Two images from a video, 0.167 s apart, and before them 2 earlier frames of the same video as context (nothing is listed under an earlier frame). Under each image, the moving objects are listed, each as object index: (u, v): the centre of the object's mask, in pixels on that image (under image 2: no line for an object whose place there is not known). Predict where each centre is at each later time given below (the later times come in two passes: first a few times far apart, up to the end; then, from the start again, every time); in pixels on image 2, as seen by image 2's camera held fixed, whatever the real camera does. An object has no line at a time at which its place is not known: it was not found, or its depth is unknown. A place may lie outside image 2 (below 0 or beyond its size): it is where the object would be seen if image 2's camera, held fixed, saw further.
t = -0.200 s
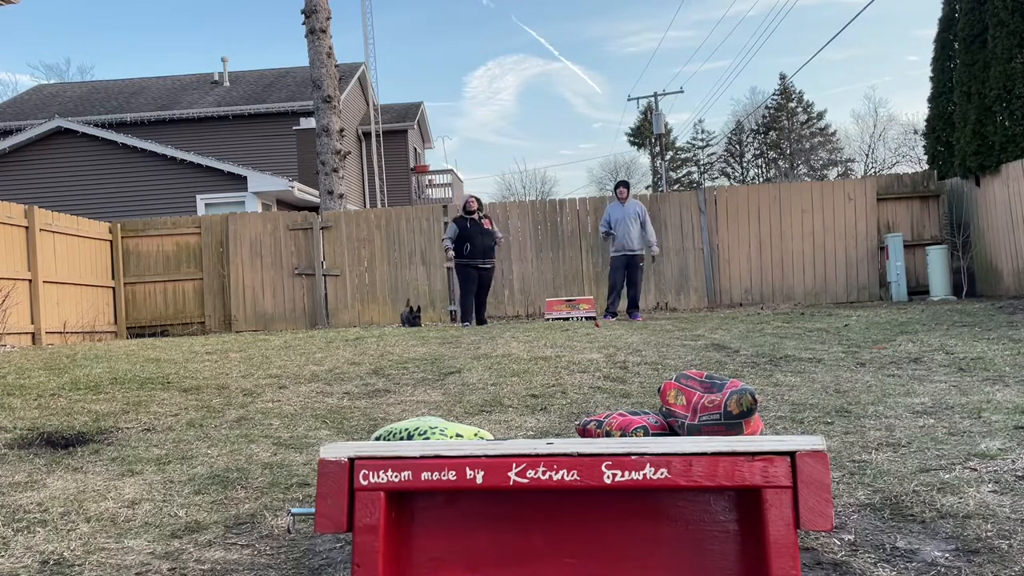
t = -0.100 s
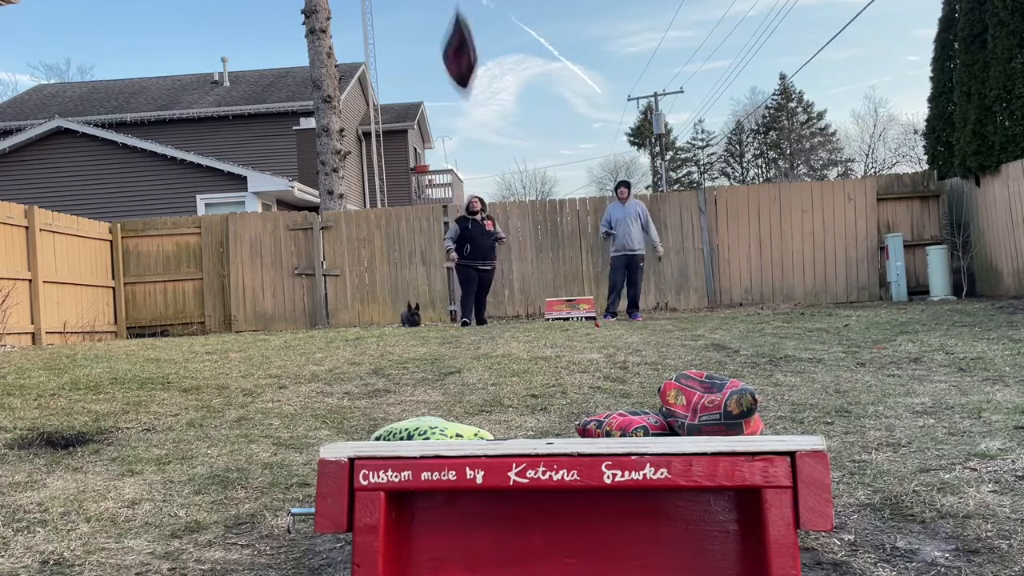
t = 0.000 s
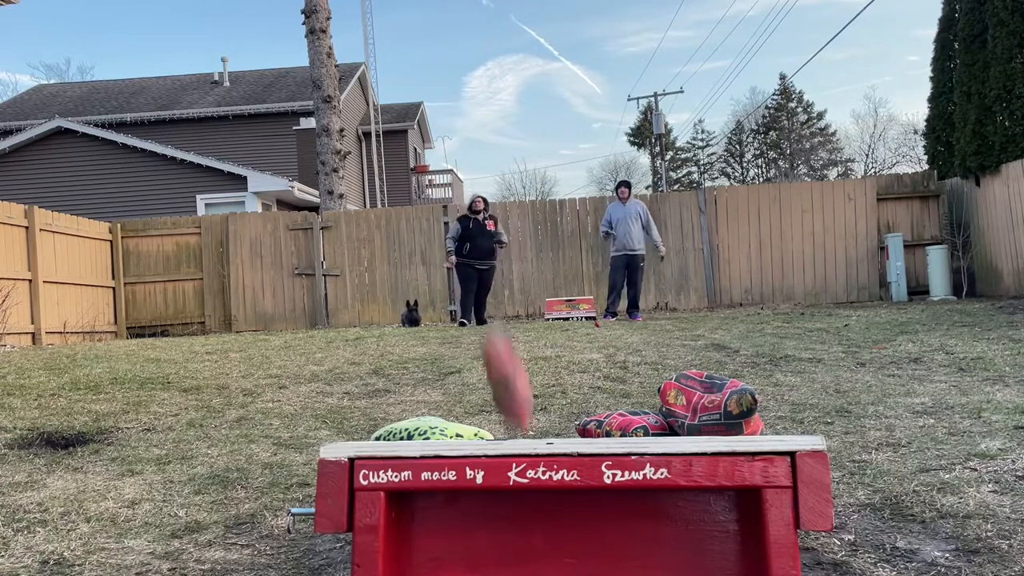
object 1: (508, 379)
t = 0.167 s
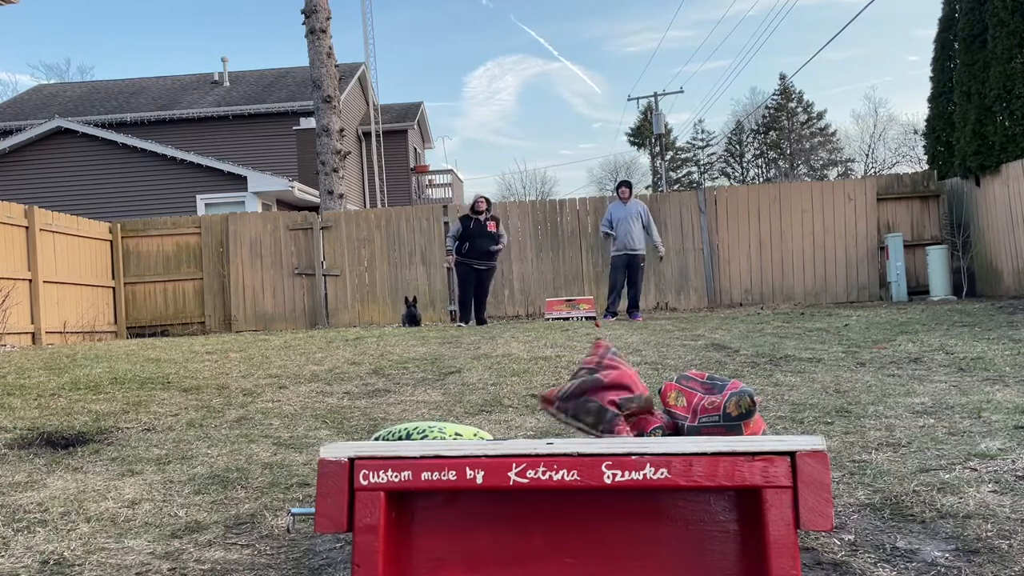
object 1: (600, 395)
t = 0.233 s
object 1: (623, 394)
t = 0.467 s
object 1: (624, 395)
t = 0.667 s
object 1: (592, 411)
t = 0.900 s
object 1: (593, 413)
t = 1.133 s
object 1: (593, 413)
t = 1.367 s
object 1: (593, 413)
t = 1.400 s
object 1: (593, 413)
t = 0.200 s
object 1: (614, 394)
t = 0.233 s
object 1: (623, 394)
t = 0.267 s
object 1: (631, 389)
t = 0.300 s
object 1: (635, 389)
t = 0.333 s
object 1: (637, 388)
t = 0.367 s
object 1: (636, 388)
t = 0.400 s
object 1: (634, 388)
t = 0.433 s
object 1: (630, 390)
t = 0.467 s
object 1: (624, 395)
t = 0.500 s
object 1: (618, 398)
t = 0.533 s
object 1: (611, 402)
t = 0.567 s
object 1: (607, 408)
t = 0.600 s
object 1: (598, 409)
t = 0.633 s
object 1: (594, 410)
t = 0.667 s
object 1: (592, 411)
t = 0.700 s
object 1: (592, 412)
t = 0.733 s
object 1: (592, 412)
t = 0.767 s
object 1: (592, 412)
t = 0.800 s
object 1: (593, 412)
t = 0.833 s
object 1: (593, 412)
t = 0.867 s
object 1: (593, 412)
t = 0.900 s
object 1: (593, 413)
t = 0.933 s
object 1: (593, 413)
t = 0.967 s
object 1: (593, 413)
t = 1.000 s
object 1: (593, 413)
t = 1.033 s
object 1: (593, 413)
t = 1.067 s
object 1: (593, 413)
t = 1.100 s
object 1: (593, 413)
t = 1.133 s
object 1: (593, 413)
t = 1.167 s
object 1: (593, 413)
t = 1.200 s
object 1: (593, 413)
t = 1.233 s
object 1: (593, 413)
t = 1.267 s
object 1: (593, 413)
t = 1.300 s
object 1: (593, 413)
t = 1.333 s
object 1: (593, 413)
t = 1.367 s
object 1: (593, 413)
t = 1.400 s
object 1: (593, 413)
